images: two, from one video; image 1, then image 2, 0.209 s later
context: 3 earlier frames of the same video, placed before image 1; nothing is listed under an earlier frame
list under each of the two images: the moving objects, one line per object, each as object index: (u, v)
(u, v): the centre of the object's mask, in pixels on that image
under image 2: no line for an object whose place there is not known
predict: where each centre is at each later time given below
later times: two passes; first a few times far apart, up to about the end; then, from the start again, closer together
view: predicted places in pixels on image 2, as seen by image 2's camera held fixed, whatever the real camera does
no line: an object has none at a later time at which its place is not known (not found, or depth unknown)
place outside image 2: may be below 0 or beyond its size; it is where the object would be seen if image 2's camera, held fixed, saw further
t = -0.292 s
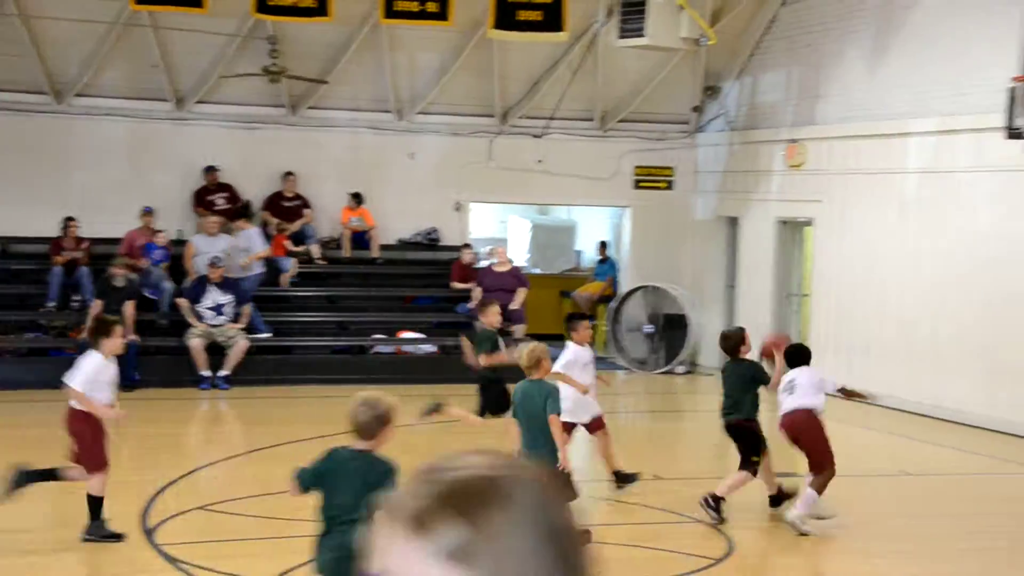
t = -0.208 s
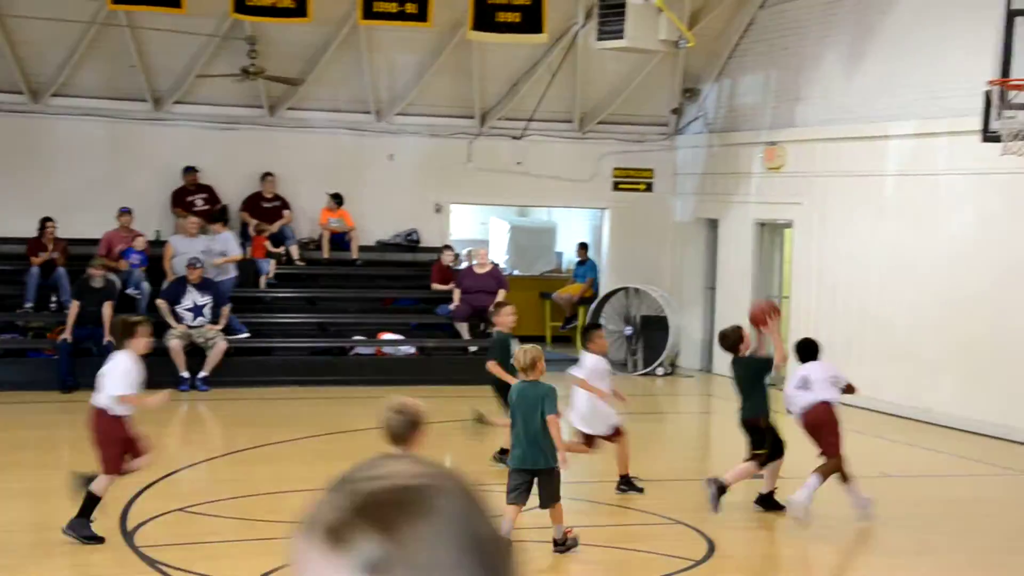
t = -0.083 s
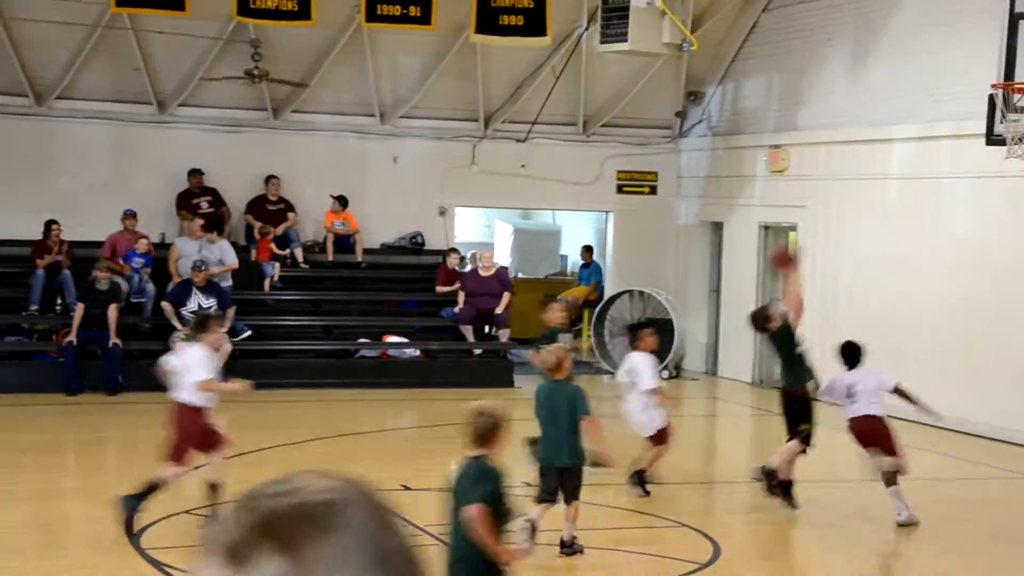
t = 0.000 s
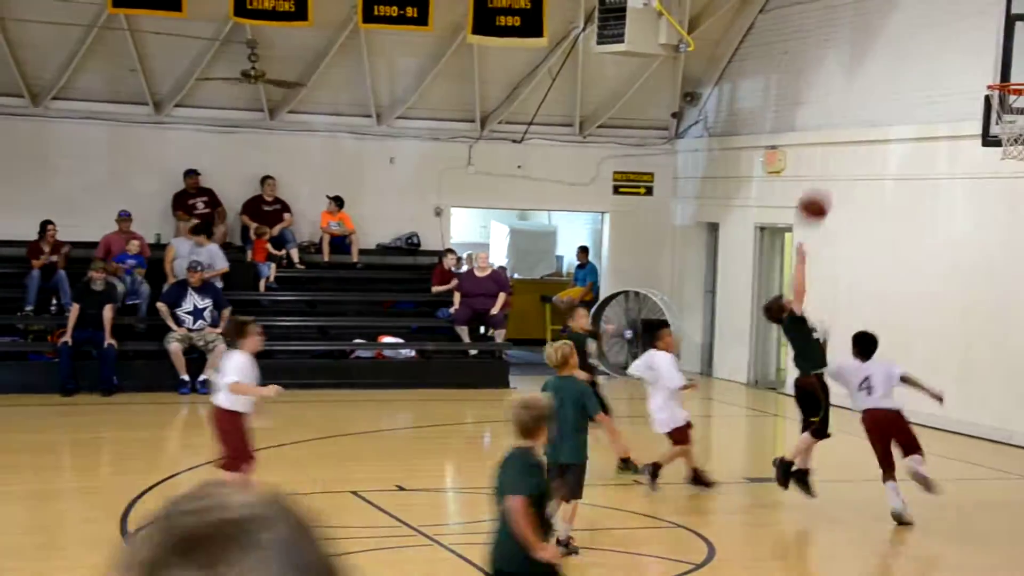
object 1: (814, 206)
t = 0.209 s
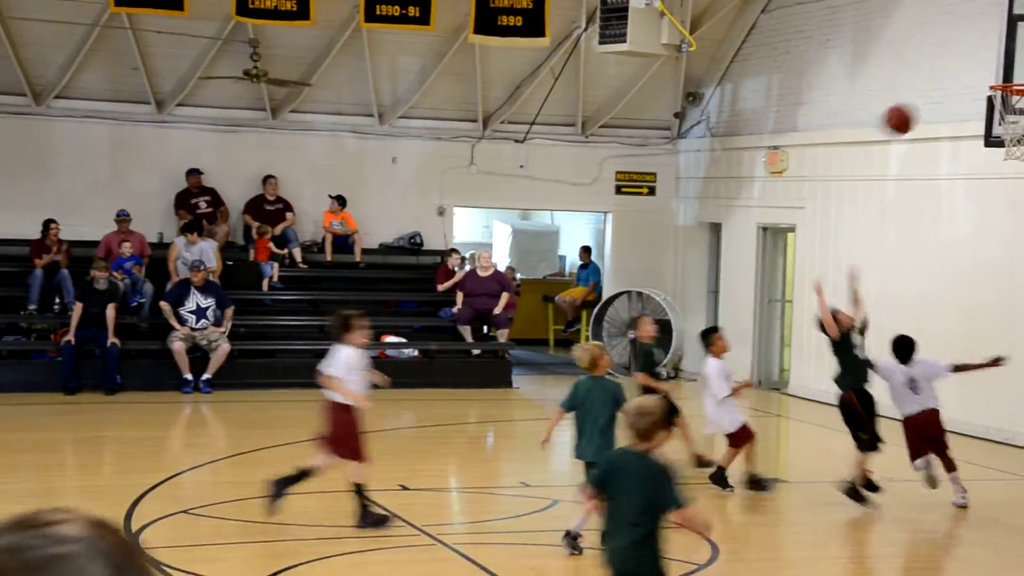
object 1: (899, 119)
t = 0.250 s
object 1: (915, 109)
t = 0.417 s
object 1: (969, 93)
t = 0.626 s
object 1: (923, 157)
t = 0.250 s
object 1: (915, 109)
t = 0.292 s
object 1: (930, 101)
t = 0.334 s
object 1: (946, 95)
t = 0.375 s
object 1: (961, 92)
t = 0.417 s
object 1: (969, 93)
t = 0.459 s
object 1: (961, 101)
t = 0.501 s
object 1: (951, 112)
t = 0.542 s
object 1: (942, 125)
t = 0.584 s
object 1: (932, 139)
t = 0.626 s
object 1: (923, 157)
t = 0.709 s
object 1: (906, 196)
